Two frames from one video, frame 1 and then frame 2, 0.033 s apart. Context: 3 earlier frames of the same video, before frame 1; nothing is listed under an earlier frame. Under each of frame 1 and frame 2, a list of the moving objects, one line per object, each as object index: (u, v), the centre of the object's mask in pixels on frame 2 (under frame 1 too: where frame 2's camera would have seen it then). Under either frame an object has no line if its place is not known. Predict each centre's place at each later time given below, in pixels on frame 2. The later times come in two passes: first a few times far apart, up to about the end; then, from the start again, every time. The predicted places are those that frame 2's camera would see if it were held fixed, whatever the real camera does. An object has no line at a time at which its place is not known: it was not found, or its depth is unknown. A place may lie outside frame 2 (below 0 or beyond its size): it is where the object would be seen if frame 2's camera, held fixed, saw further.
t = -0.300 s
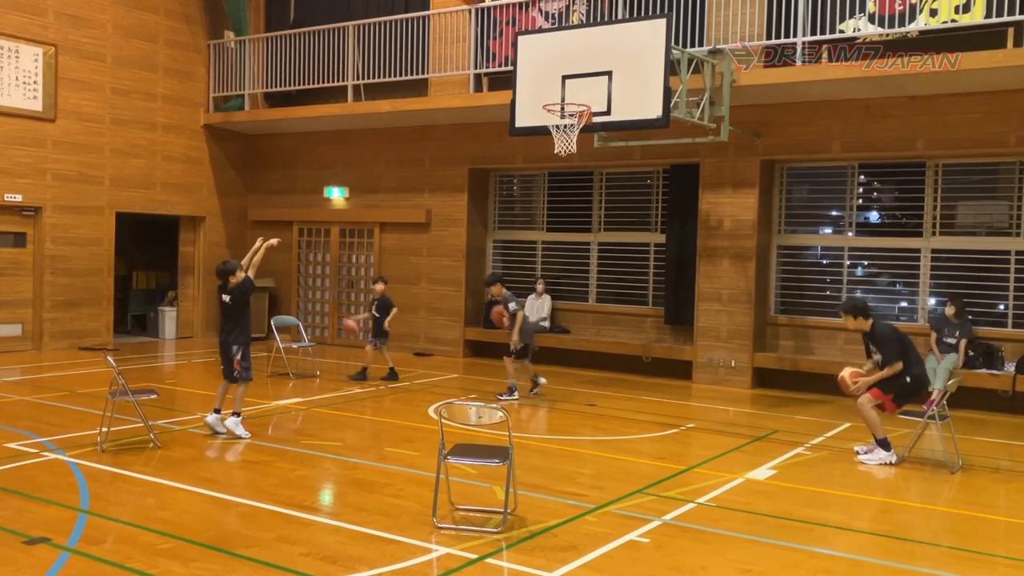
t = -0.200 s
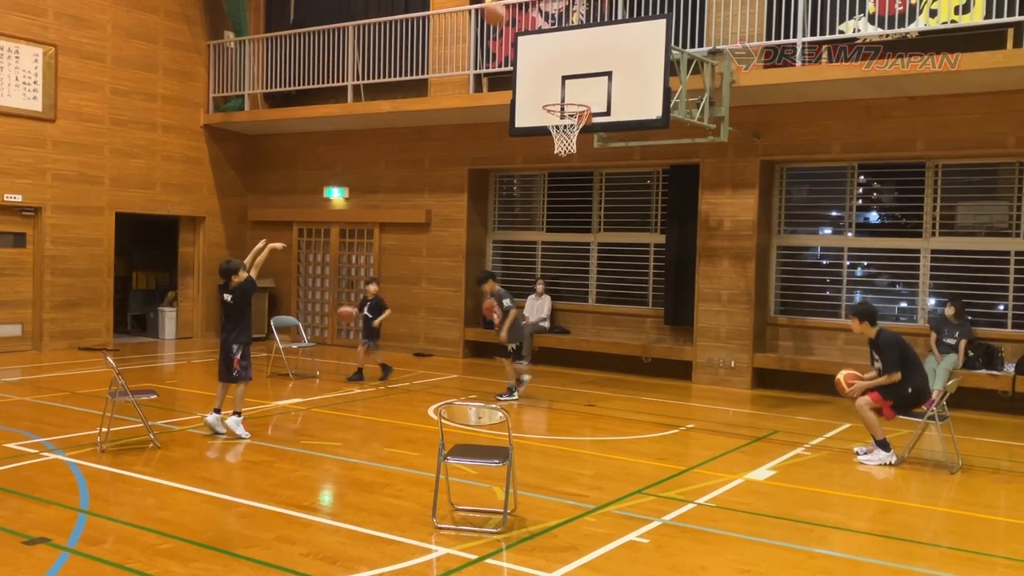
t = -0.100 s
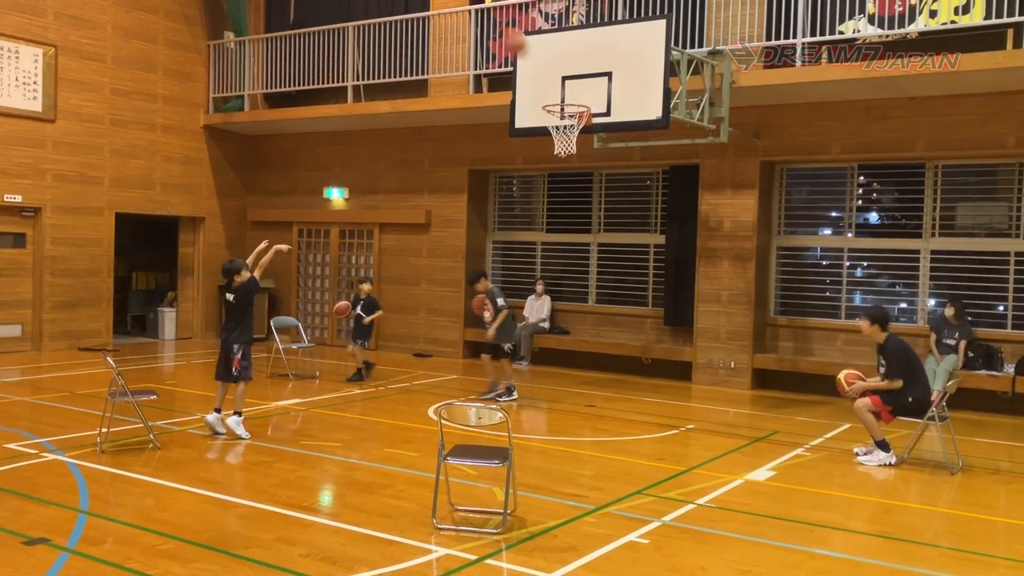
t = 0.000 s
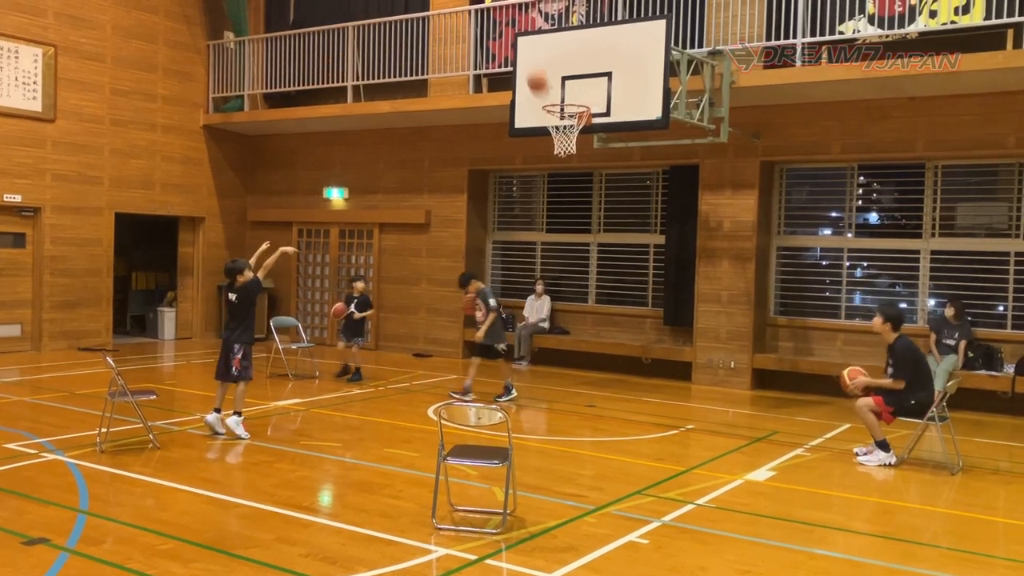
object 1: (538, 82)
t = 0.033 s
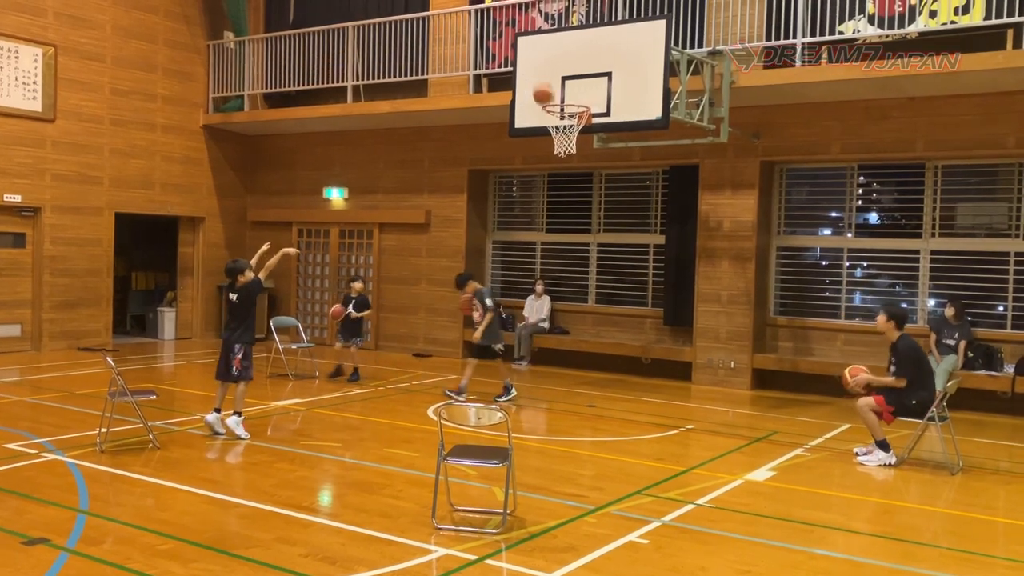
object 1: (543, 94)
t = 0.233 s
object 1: (529, 60)
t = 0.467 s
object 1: (508, 70)
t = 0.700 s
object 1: (484, 137)
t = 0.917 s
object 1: (462, 252)
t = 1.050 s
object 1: (444, 347)
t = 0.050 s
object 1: (542, 92)
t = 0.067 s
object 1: (541, 87)
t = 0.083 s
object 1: (540, 84)
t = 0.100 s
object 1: (539, 80)
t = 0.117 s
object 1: (538, 77)
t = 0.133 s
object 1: (537, 73)
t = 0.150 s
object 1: (536, 71)
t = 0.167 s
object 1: (534, 68)
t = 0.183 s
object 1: (533, 65)
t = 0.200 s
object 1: (531, 64)
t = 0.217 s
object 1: (530, 62)
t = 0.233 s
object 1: (529, 60)
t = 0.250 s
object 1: (527, 59)
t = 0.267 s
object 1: (526, 58)
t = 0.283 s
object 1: (525, 57)
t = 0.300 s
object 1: (523, 57)
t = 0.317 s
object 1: (522, 57)
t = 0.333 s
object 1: (521, 57)
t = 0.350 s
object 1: (519, 58)
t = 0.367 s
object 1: (517, 58)
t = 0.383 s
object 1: (516, 59)
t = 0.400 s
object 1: (515, 61)
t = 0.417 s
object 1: (513, 63)
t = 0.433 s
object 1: (511, 65)
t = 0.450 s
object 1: (510, 67)
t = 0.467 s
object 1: (508, 70)
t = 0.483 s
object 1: (506, 73)
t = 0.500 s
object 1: (505, 76)
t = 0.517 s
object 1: (503, 79)
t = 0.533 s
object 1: (502, 83)
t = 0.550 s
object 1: (501, 86)
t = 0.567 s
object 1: (500, 91)
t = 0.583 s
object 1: (496, 93)
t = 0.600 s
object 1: (494, 99)
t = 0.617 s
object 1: (492, 105)
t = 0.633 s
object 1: (491, 111)
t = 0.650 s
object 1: (489, 118)
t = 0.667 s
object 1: (488, 124)
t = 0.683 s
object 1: (486, 130)
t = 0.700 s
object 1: (484, 137)
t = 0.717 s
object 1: (482, 144)
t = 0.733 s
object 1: (481, 152)
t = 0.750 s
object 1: (479, 159)
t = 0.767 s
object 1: (477, 169)
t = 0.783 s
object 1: (475, 178)
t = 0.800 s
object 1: (474, 185)
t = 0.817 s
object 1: (473, 193)
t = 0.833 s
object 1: (470, 205)
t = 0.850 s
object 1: (468, 213)
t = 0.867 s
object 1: (466, 224)
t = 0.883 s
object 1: (464, 234)
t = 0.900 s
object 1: (462, 243)
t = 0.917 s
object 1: (462, 252)
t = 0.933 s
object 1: (459, 264)
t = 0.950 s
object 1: (457, 273)
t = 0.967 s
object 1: (454, 285)
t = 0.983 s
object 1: (451, 297)
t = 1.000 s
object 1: (450, 309)
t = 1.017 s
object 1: (448, 322)
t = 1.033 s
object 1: (447, 335)
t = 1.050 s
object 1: (444, 347)
